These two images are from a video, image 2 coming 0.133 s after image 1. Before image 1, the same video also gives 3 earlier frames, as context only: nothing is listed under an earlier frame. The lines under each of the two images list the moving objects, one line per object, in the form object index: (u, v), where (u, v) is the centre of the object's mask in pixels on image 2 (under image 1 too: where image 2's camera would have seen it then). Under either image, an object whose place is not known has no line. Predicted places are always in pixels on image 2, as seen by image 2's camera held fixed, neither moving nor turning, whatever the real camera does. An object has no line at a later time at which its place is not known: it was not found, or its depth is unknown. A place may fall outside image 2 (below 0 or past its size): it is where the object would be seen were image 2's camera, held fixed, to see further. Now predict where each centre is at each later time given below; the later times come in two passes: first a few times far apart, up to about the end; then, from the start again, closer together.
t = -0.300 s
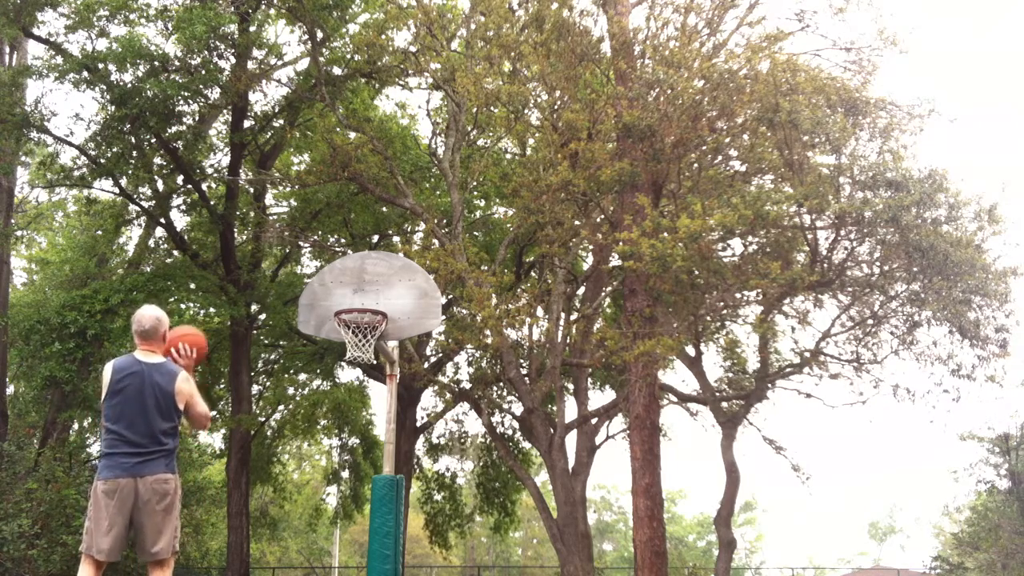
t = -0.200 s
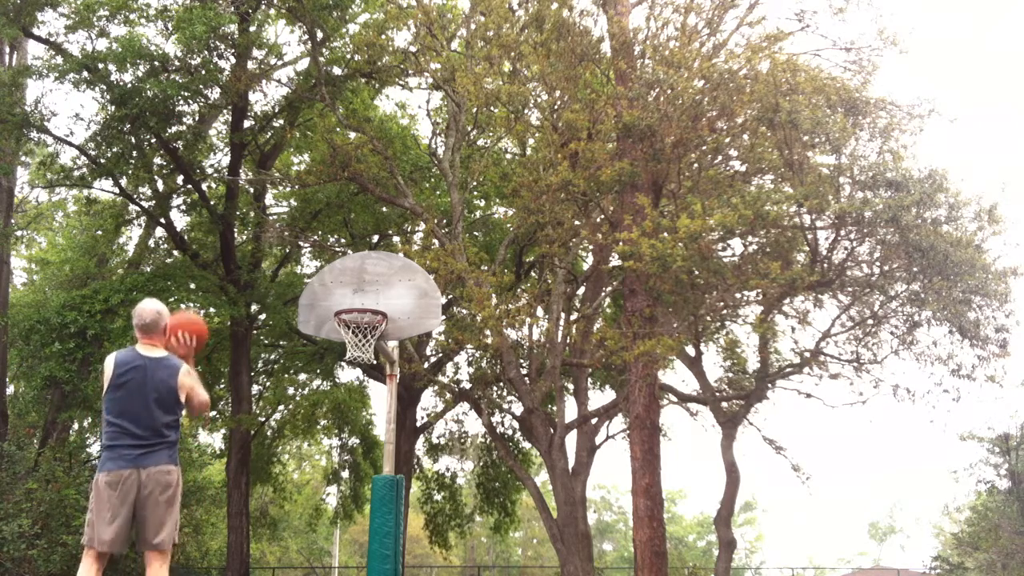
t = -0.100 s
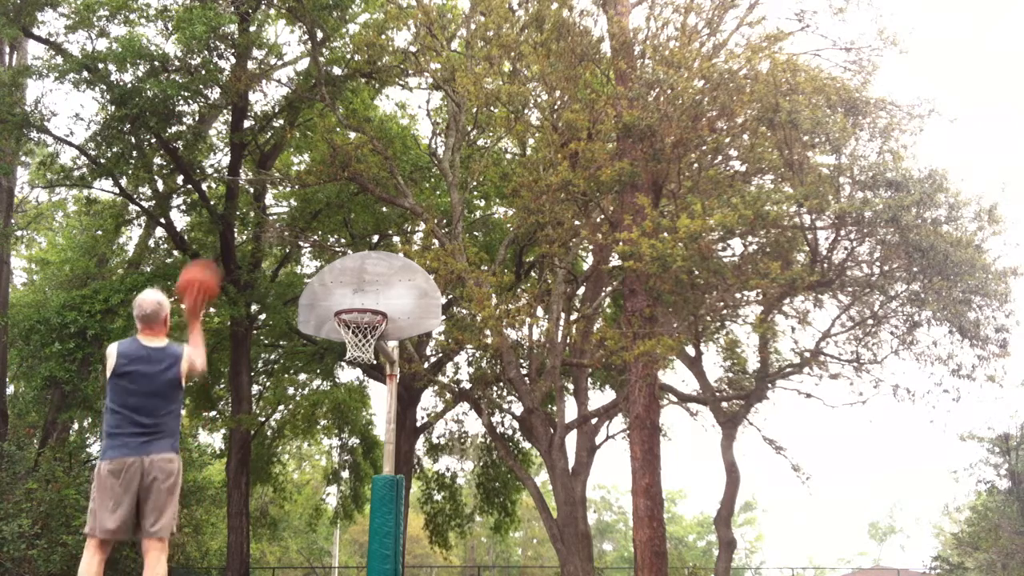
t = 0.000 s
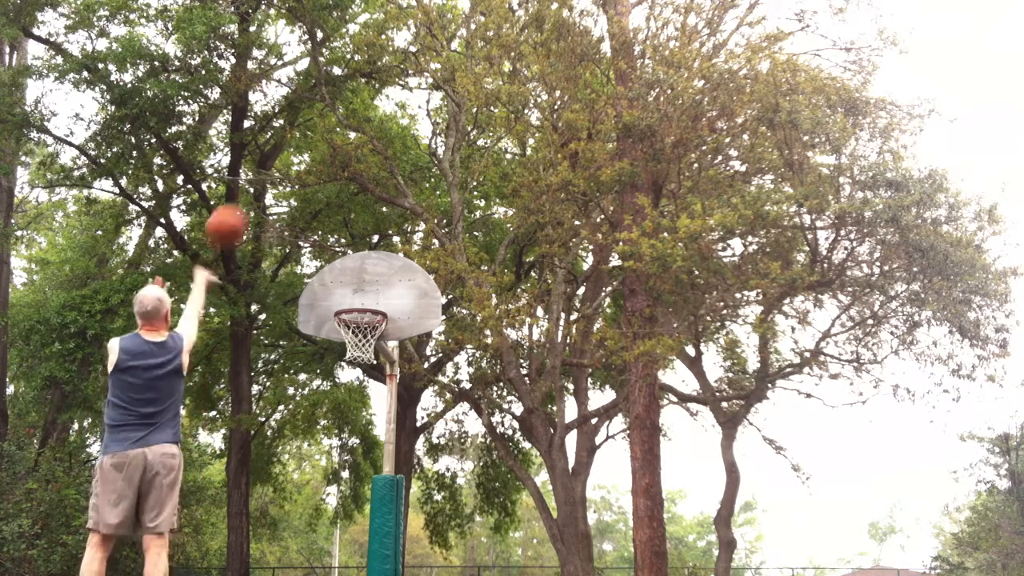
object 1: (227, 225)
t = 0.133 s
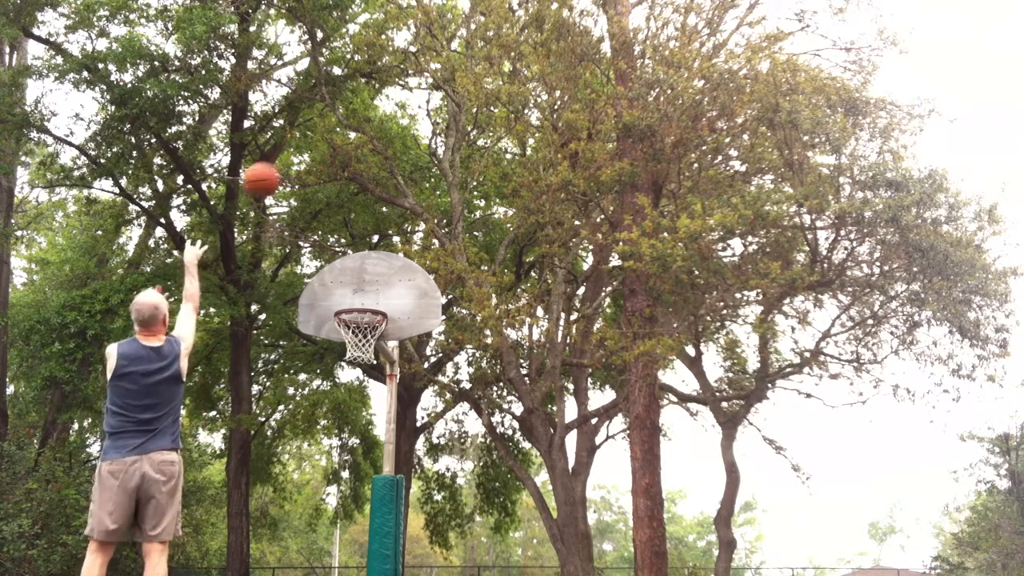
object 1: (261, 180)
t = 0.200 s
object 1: (273, 169)
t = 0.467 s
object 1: (319, 176)
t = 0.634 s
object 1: (340, 216)
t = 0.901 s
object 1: (366, 327)
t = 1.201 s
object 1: (356, 370)
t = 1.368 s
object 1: (345, 428)
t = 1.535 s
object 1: (332, 523)
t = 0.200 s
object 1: (273, 169)
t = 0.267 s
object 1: (287, 163)
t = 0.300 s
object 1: (293, 162)
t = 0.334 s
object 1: (298, 163)
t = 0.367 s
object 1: (304, 164)
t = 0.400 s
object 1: (310, 168)
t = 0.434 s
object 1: (315, 170)
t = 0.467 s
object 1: (319, 176)
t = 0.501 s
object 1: (323, 181)
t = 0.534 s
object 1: (328, 189)
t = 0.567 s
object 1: (332, 195)
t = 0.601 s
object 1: (336, 206)
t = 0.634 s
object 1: (340, 216)
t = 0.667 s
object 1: (344, 226)
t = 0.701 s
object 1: (348, 237)
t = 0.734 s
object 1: (351, 251)
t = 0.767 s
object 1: (354, 265)
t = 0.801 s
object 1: (358, 280)
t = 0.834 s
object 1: (361, 295)
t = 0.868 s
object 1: (363, 313)
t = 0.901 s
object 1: (366, 327)
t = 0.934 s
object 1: (368, 340)
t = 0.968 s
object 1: (366, 340)
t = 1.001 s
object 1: (365, 341)
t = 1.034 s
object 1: (364, 344)
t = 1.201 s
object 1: (356, 370)
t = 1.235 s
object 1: (353, 383)
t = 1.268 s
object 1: (351, 393)
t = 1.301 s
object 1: (349, 402)
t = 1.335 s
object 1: (347, 416)
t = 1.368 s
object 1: (345, 428)
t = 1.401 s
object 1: (343, 444)
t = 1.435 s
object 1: (341, 463)
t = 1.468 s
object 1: (338, 482)
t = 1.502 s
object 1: (335, 506)
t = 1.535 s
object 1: (332, 523)
